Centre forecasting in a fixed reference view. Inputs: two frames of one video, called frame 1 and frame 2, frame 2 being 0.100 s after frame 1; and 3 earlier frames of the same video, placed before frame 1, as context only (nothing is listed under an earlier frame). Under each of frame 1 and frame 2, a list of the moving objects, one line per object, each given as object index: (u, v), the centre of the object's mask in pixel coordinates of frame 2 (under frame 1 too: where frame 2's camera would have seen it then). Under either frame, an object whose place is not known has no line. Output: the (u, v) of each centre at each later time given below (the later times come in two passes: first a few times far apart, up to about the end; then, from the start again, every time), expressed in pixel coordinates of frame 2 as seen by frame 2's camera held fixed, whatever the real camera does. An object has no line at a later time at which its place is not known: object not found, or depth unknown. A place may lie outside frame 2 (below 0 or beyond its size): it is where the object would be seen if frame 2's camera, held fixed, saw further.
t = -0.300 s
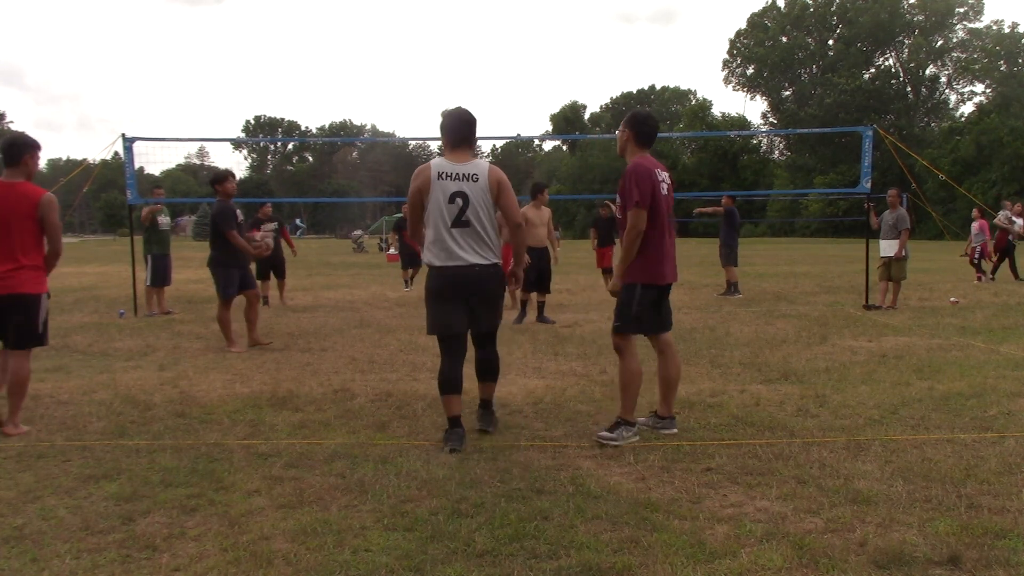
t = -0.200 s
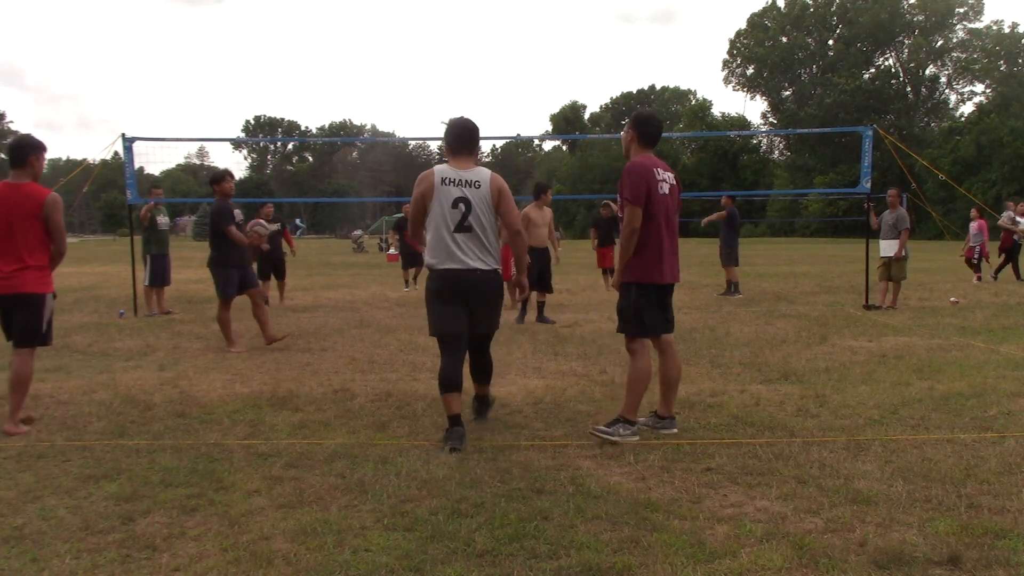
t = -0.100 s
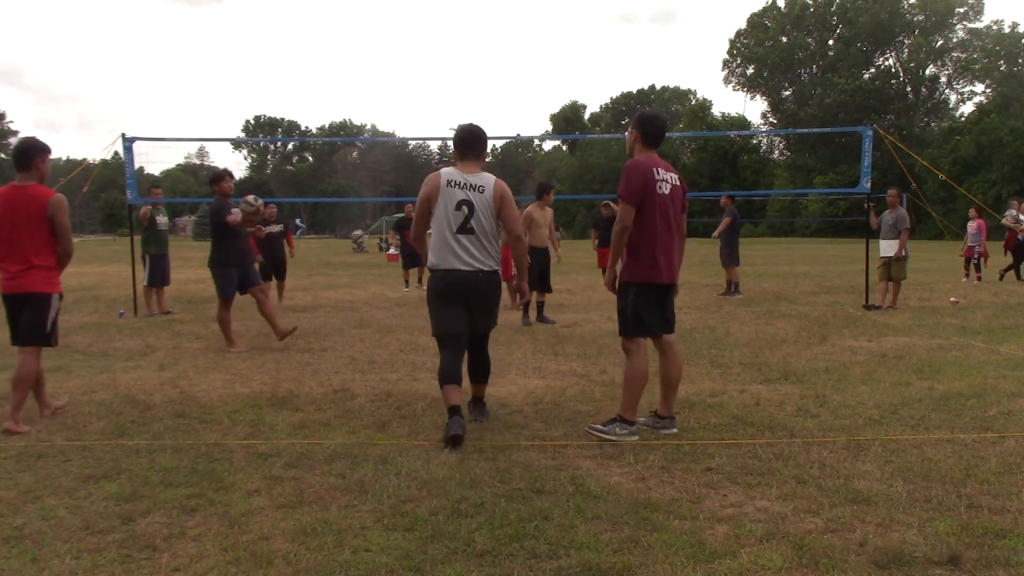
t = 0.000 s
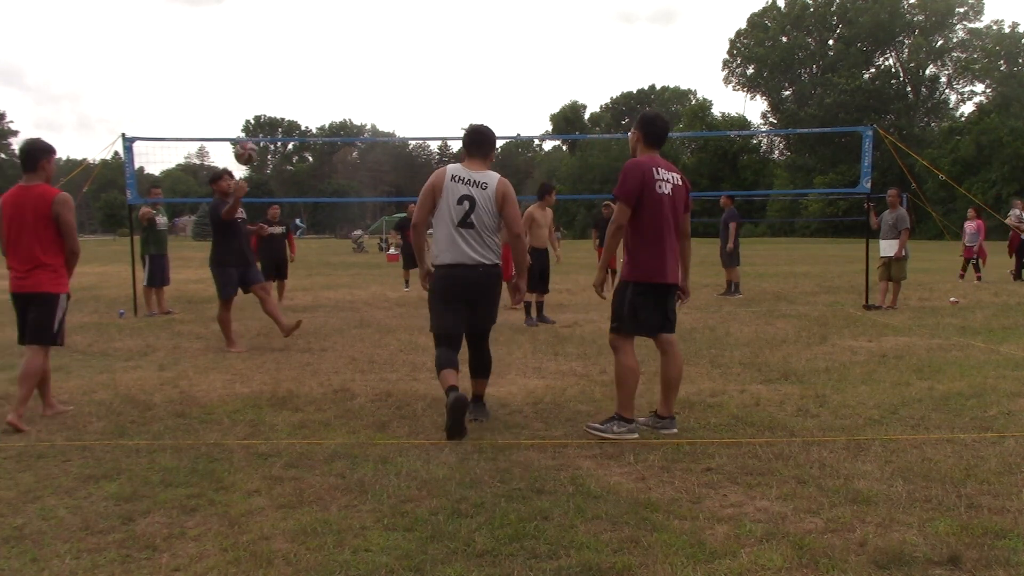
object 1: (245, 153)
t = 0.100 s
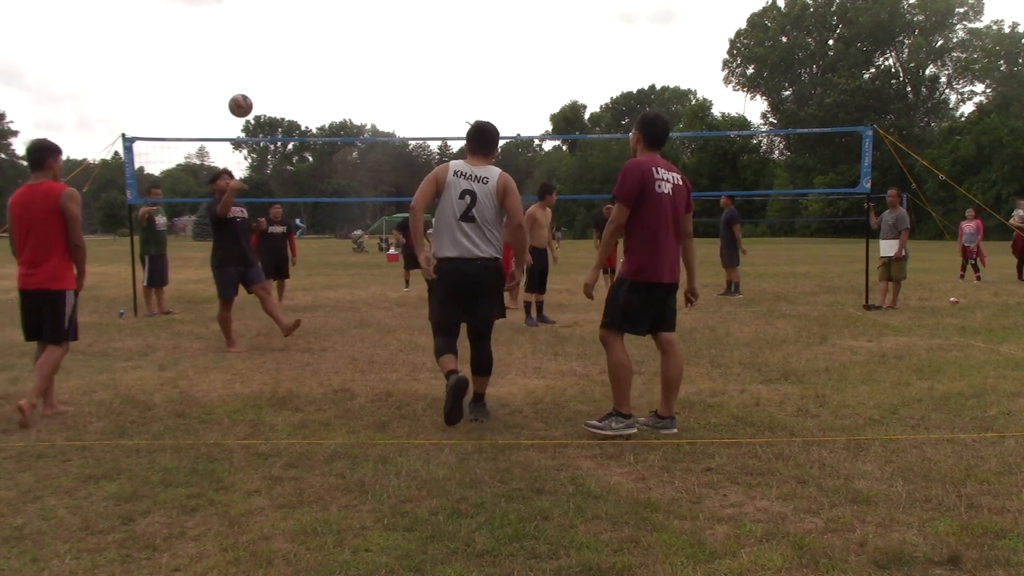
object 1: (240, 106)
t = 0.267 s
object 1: (232, 49)
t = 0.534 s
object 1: (221, 23)
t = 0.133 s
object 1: (239, 92)
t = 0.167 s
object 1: (237, 80)
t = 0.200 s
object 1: (235, 68)
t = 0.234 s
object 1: (234, 58)
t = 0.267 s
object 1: (232, 49)
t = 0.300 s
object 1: (230, 42)
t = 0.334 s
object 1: (229, 36)
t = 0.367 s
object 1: (228, 31)
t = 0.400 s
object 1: (226, 27)
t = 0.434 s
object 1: (225, 24)
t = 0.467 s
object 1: (223, 23)
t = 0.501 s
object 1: (222, 22)
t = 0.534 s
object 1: (221, 23)
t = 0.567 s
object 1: (220, 26)
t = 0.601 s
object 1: (218, 29)
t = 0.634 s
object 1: (217, 34)
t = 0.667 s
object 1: (216, 40)
